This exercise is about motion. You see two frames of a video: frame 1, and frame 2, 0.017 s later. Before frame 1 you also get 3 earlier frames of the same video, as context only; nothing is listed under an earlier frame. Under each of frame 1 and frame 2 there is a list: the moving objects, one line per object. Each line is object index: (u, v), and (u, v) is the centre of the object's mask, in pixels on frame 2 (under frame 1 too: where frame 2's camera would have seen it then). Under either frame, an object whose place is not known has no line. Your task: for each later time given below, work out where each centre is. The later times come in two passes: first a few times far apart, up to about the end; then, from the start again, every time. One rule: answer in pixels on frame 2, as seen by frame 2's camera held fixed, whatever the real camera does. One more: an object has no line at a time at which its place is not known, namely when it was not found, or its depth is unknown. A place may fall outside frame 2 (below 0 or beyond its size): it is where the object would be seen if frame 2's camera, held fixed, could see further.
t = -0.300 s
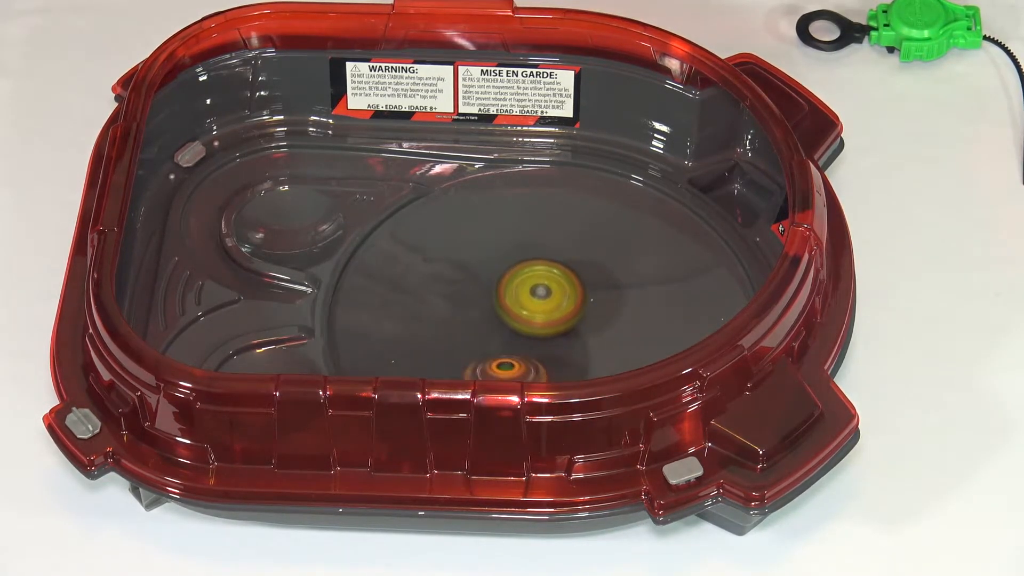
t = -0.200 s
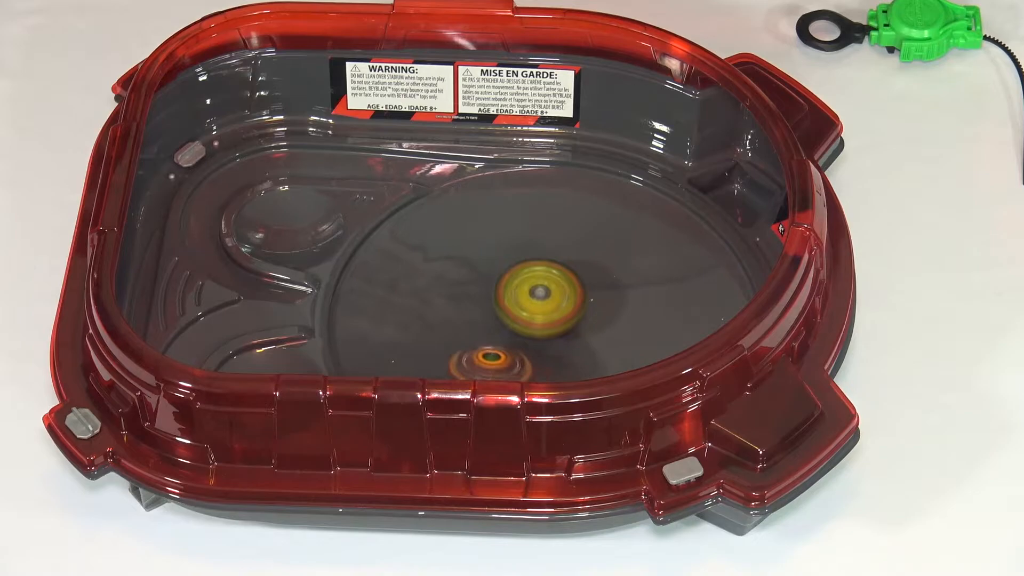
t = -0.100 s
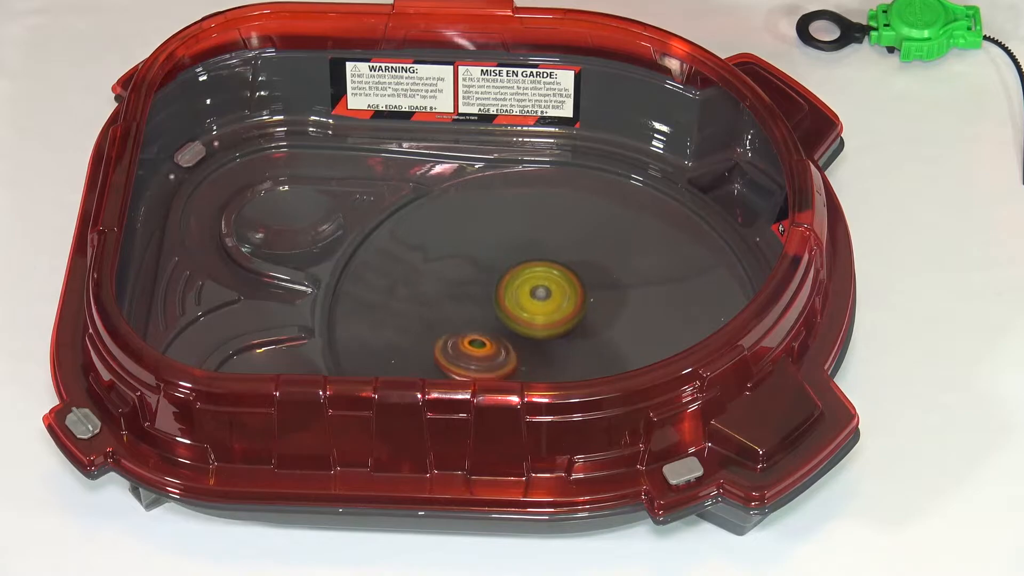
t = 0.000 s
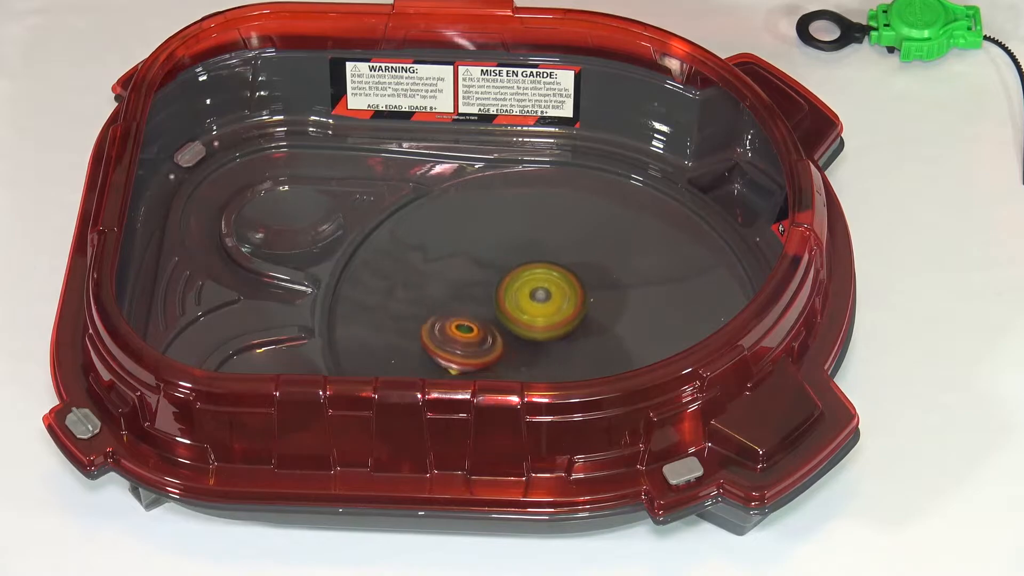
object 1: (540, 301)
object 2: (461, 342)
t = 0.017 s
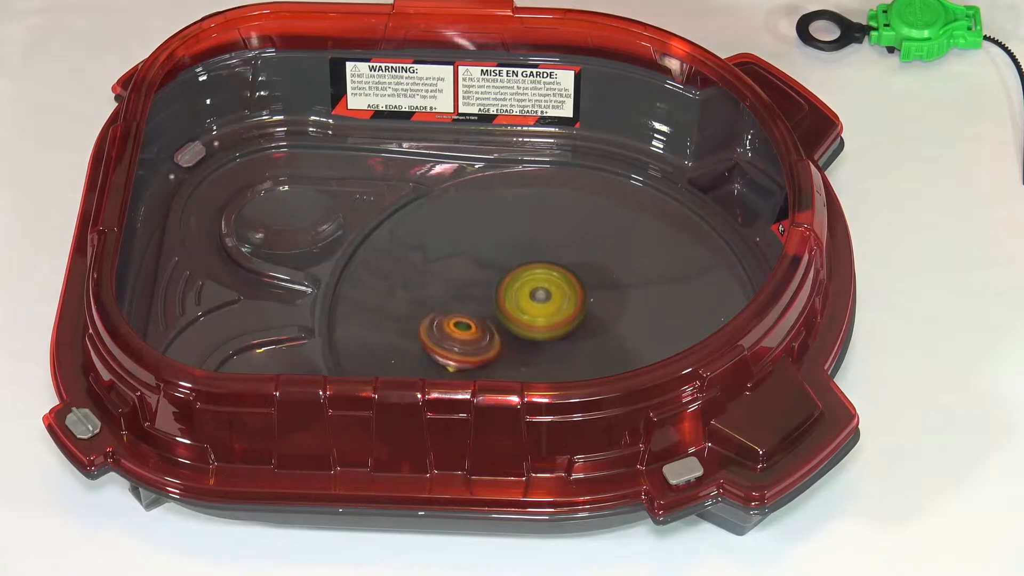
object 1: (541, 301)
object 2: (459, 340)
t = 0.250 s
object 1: (545, 305)
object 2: (450, 300)
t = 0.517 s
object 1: (552, 308)
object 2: (474, 267)
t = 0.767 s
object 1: (562, 326)
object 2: (514, 245)
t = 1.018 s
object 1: (561, 330)
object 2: (565, 254)
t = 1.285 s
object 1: (557, 330)
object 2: (622, 283)
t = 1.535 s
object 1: (546, 332)
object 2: (643, 319)
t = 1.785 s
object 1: (535, 326)
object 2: (623, 351)
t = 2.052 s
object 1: (525, 320)
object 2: (568, 372)
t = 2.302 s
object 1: (527, 312)
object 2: (492, 371)
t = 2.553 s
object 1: (537, 307)
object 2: (447, 350)
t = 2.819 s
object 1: (550, 307)
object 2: (449, 296)
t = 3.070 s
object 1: (560, 310)
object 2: (486, 252)
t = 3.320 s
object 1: (561, 317)
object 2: (548, 243)
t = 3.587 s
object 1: (557, 326)
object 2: (615, 266)
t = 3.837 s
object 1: (552, 329)
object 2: (643, 316)
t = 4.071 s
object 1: (544, 327)
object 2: (624, 355)
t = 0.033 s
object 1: (541, 301)
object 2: (458, 337)
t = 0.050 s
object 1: (541, 301)
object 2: (455, 334)
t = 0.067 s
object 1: (542, 302)
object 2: (454, 331)
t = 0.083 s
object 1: (542, 302)
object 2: (453, 328)
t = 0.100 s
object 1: (542, 302)
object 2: (452, 325)
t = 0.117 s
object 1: (543, 303)
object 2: (451, 323)
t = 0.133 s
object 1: (543, 303)
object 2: (450, 320)
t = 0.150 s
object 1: (543, 304)
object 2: (449, 317)
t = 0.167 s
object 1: (543, 304)
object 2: (449, 314)
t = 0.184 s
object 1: (544, 304)
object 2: (449, 311)
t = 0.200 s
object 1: (544, 304)
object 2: (449, 309)
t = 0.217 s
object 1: (544, 305)
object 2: (449, 306)
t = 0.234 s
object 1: (544, 305)
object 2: (450, 303)
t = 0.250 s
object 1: (545, 305)
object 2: (450, 300)
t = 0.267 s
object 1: (546, 305)
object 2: (450, 298)
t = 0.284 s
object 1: (546, 305)
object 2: (451, 295)
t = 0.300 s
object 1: (547, 305)
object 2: (451, 292)
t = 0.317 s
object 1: (547, 306)
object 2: (452, 290)
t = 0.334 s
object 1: (548, 306)
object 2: (454, 287)
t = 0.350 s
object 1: (548, 306)
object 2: (455, 285)
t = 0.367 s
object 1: (548, 306)
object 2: (456, 283)
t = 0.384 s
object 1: (549, 307)
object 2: (458, 281)
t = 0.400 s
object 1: (549, 307)
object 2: (459, 279)
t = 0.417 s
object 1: (549, 307)
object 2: (461, 277)
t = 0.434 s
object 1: (550, 307)
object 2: (463, 275)
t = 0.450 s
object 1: (550, 307)
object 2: (465, 273)
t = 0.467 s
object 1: (551, 308)
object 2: (467, 271)
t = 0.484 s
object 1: (551, 308)
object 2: (469, 270)
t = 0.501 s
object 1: (552, 308)
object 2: (471, 268)
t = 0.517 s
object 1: (552, 308)
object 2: (474, 267)
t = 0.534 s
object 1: (552, 309)
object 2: (476, 265)
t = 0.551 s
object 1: (552, 309)
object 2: (479, 264)
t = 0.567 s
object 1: (553, 310)
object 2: (482, 264)
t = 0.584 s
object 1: (553, 310)
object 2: (485, 263)
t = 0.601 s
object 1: (552, 310)
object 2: (488, 262)
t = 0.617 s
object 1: (552, 310)
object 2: (490, 260)
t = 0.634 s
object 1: (553, 311)
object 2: (493, 259)
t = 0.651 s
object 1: (555, 313)
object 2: (496, 257)
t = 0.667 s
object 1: (558, 316)
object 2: (498, 254)
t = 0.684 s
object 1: (559, 318)
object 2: (500, 252)
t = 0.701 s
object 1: (560, 321)
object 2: (502, 249)
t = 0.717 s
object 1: (561, 323)
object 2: (505, 248)
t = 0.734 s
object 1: (562, 324)
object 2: (507, 246)
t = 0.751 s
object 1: (562, 325)
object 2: (511, 246)
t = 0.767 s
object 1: (562, 326)
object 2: (514, 245)
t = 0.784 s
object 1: (562, 327)
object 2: (517, 244)
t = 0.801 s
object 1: (562, 327)
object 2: (520, 244)
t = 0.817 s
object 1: (562, 328)
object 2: (523, 244)
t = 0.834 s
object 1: (563, 328)
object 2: (526, 245)
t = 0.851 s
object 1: (563, 328)
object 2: (529, 245)
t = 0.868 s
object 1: (563, 329)
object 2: (533, 246)
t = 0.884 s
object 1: (563, 329)
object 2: (536, 247)
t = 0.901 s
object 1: (563, 329)
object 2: (539, 247)
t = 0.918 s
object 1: (563, 329)
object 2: (543, 248)
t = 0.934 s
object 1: (563, 330)
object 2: (547, 249)
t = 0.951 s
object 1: (562, 330)
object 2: (550, 249)
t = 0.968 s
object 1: (562, 330)
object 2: (553, 251)
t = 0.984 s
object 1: (562, 330)
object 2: (558, 252)
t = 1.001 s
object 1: (561, 330)
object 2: (561, 252)
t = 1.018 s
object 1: (561, 330)
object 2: (565, 254)
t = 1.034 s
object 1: (561, 330)
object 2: (569, 255)
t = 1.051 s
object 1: (561, 329)
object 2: (573, 256)
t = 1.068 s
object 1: (560, 329)
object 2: (577, 257)
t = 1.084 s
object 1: (560, 330)
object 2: (581, 258)
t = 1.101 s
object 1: (560, 330)
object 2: (585, 260)
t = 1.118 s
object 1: (560, 330)
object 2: (588, 261)
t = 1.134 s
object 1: (559, 330)
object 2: (592, 263)
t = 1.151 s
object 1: (559, 330)
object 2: (596, 265)
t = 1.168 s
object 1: (559, 330)
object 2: (600, 267)
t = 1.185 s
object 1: (558, 330)
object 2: (603, 269)
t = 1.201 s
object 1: (558, 330)
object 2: (607, 271)
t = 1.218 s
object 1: (558, 330)
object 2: (610, 273)
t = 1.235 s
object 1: (558, 330)
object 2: (614, 275)
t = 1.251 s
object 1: (557, 330)
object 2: (617, 278)
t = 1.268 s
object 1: (557, 330)
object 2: (619, 280)
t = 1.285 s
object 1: (557, 330)
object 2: (622, 283)
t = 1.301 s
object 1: (556, 330)
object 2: (625, 286)
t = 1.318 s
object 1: (555, 331)
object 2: (628, 287)
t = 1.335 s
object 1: (553, 331)
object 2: (632, 290)
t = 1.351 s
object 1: (552, 331)
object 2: (635, 292)
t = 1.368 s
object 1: (550, 332)
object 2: (638, 294)
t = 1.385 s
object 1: (550, 332)
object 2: (639, 296)
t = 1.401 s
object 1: (549, 332)
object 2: (641, 299)
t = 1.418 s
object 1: (548, 332)
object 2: (642, 301)
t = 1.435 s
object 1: (547, 332)
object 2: (643, 303)
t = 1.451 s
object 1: (547, 332)
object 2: (643, 306)
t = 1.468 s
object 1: (547, 331)
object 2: (644, 308)
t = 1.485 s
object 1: (546, 331)
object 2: (643, 311)
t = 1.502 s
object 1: (546, 332)
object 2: (644, 314)
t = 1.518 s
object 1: (546, 332)
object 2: (643, 316)
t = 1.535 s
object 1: (546, 332)
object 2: (643, 319)
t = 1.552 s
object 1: (545, 331)
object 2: (642, 321)
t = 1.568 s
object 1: (545, 332)
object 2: (642, 323)
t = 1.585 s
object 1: (545, 332)
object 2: (641, 326)
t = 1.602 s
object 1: (544, 331)
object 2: (640, 329)
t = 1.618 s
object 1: (544, 331)
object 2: (639, 331)
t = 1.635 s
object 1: (544, 331)
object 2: (637, 333)
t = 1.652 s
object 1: (544, 331)
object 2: (635, 336)
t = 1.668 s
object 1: (543, 331)
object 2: (634, 338)
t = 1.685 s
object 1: (543, 331)
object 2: (632, 340)
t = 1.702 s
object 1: (542, 330)
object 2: (631, 342)
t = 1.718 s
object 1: (540, 330)
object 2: (630, 344)
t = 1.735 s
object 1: (538, 328)
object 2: (629, 346)
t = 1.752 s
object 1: (536, 328)
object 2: (627, 348)
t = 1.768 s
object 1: (535, 327)
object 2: (626, 349)
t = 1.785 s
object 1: (535, 326)
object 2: (623, 351)
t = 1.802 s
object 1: (534, 325)
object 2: (621, 354)
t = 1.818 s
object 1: (533, 325)
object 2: (619, 355)
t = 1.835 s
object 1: (532, 325)
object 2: (616, 357)
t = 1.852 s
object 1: (532, 324)
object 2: (613, 358)
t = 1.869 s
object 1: (531, 324)
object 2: (610, 360)
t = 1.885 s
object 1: (530, 324)
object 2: (607, 361)
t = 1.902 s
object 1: (529, 323)
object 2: (604, 362)
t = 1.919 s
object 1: (529, 323)
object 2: (600, 364)
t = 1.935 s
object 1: (528, 322)
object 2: (597, 364)
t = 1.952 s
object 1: (527, 322)
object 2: (593, 366)
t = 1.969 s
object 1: (527, 322)
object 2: (589, 368)
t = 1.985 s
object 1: (527, 321)
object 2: (585, 369)
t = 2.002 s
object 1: (526, 321)
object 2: (581, 370)
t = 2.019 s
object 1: (526, 321)
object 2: (576, 371)
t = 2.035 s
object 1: (526, 320)
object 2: (572, 372)
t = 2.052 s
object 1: (525, 320)
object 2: (568, 372)
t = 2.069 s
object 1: (524, 320)
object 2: (563, 372)
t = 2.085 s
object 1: (524, 319)
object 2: (559, 373)
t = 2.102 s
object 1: (524, 319)
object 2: (553, 374)
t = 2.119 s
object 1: (524, 318)
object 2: (547, 374)
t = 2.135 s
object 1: (524, 318)
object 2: (544, 374)
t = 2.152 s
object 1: (524, 317)
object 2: (539, 374)
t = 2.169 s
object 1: (524, 316)
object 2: (537, 375)
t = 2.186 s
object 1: (525, 316)
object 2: (528, 374)
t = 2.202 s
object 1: (525, 316)
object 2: (523, 374)
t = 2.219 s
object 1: (526, 315)
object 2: (521, 374)
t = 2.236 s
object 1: (526, 314)
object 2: (513, 373)
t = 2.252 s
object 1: (526, 314)
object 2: (508, 373)
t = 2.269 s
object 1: (526, 314)
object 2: (503, 372)
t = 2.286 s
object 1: (527, 313)
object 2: (497, 372)
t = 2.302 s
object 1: (527, 312)
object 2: (492, 371)
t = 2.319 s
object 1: (527, 312)
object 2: (488, 370)
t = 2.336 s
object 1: (528, 312)
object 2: (482, 370)
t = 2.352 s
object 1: (529, 311)
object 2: (478, 369)
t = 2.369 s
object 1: (529, 311)
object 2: (474, 367)
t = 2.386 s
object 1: (530, 311)
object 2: (471, 366)
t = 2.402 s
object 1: (531, 310)
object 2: (468, 365)
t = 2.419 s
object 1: (531, 310)
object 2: (466, 364)
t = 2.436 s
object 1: (531, 310)
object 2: (463, 363)
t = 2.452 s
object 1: (532, 309)
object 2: (461, 362)
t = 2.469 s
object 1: (532, 309)
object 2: (456, 359)
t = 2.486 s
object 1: (533, 308)
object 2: (454, 358)
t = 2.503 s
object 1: (534, 308)
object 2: (452, 356)
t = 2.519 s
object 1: (535, 308)
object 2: (449, 354)
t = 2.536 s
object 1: (536, 307)
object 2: (449, 352)
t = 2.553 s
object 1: (537, 307)
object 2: (447, 350)
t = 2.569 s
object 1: (538, 307)
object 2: (445, 347)
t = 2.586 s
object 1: (538, 307)
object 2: (444, 345)
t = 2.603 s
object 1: (539, 307)
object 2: (444, 341)
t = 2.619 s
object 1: (539, 307)
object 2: (443, 338)
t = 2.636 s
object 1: (540, 307)
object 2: (443, 335)
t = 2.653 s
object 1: (541, 306)
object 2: (442, 332)
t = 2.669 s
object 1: (542, 307)
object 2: (443, 328)
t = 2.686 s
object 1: (544, 307)
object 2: (443, 325)
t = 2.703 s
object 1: (544, 306)
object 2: (443, 322)
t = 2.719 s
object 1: (545, 307)
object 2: (443, 318)
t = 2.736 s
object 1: (546, 307)
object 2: (444, 315)
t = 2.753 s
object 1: (547, 307)
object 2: (445, 311)
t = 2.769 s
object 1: (547, 307)
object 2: (446, 307)
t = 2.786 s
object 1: (548, 307)
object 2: (446, 304)
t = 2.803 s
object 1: (549, 307)
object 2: (448, 300)
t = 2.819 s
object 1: (550, 307)
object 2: (449, 296)
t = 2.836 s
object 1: (551, 307)
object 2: (450, 293)
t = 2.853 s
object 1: (552, 307)
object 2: (452, 289)
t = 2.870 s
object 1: (553, 307)
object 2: (454, 286)
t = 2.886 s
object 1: (554, 307)
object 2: (456, 282)
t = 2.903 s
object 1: (554, 308)
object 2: (457, 278)
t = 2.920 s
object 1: (555, 308)
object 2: (460, 275)
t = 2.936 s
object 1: (556, 308)
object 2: (462, 272)
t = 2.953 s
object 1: (556, 308)
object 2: (464, 269)
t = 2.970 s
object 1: (557, 308)
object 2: (467, 266)
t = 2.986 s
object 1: (557, 308)
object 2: (470, 263)
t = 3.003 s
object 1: (558, 308)
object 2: (473, 261)
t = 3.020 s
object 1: (559, 309)
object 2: (476, 258)
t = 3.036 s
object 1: (559, 309)
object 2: (479, 256)
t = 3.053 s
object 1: (560, 310)
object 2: (483, 254)
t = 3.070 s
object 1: (560, 310)
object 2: (486, 252)
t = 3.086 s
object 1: (561, 310)
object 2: (490, 251)
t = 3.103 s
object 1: (561, 311)
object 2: (494, 249)
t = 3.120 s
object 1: (561, 311)
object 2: (497, 248)
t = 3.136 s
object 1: (561, 312)
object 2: (502, 247)
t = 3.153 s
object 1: (561, 312)
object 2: (506, 245)
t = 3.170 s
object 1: (561, 313)
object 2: (510, 245)
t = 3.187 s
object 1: (562, 313)
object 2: (514, 244)
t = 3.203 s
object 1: (562, 314)
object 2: (518, 243)
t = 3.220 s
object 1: (562, 314)
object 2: (523, 242)
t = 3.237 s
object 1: (562, 315)
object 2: (527, 242)
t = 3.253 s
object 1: (562, 315)
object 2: (531, 242)
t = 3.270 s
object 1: (561, 316)
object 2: (535, 242)
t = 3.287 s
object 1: (561, 316)
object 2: (540, 242)
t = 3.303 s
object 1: (562, 317)
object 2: (545, 243)
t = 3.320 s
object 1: (561, 317)
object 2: (548, 243)
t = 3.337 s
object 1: (561, 318)
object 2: (554, 244)
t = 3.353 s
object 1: (561, 318)
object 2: (559, 244)
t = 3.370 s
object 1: (561, 319)
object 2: (563, 244)
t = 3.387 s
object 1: (561, 320)
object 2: (569, 245)
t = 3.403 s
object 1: (561, 320)
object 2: (573, 246)
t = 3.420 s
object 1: (560, 321)
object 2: (578, 247)
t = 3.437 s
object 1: (560, 321)
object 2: (582, 248)
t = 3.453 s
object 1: (560, 322)
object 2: (586, 249)
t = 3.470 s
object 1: (560, 322)
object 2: (591, 251)
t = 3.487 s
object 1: (559, 322)
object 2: (594, 252)
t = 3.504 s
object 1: (559, 323)
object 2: (598, 254)
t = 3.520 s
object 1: (559, 323)
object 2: (601, 256)
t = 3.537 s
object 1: (558, 324)
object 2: (605, 259)
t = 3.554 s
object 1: (558, 325)
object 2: (608, 261)
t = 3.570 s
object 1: (557, 325)
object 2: (611, 263)
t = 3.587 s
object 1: (557, 326)
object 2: (615, 266)
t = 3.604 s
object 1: (556, 326)
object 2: (617, 268)
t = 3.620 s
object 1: (556, 326)
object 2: (620, 271)
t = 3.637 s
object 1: (555, 327)
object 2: (623, 274)
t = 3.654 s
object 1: (555, 327)
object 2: (626, 277)
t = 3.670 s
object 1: (555, 327)
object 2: (629, 280)
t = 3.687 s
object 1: (555, 327)
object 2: (631, 284)
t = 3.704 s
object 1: (554, 328)
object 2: (633, 287)
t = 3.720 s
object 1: (554, 328)
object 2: (635, 290)
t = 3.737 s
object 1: (554, 328)
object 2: (637, 294)
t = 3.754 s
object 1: (553, 328)
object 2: (638, 297)
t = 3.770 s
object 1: (553, 328)
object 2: (639, 301)
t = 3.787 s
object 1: (553, 328)
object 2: (641, 305)
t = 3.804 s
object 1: (552, 329)
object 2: (641, 309)
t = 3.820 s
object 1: (552, 329)
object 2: (642, 313)
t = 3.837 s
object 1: (552, 329)
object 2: (643, 316)
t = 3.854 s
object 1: (551, 329)
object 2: (643, 321)
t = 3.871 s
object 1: (551, 329)
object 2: (643, 324)
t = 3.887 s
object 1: (550, 329)
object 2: (643, 328)
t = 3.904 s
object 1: (549, 329)
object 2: (643, 331)
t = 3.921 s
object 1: (549, 329)
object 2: (642, 334)
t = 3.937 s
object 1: (548, 329)
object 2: (641, 337)
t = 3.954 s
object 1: (547, 329)
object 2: (639, 340)
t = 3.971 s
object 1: (547, 329)
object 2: (638, 342)
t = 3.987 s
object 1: (547, 329)
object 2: (637, 344)
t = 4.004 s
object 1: (546, 329)
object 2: (634, 347)
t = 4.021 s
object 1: (545, 328)
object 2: (633, 349)
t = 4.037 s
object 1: (545, 328)
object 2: (630, 351)
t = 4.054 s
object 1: (544, 327)
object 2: (627, 353)
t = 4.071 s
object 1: (544, 327)
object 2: (624, 355)
